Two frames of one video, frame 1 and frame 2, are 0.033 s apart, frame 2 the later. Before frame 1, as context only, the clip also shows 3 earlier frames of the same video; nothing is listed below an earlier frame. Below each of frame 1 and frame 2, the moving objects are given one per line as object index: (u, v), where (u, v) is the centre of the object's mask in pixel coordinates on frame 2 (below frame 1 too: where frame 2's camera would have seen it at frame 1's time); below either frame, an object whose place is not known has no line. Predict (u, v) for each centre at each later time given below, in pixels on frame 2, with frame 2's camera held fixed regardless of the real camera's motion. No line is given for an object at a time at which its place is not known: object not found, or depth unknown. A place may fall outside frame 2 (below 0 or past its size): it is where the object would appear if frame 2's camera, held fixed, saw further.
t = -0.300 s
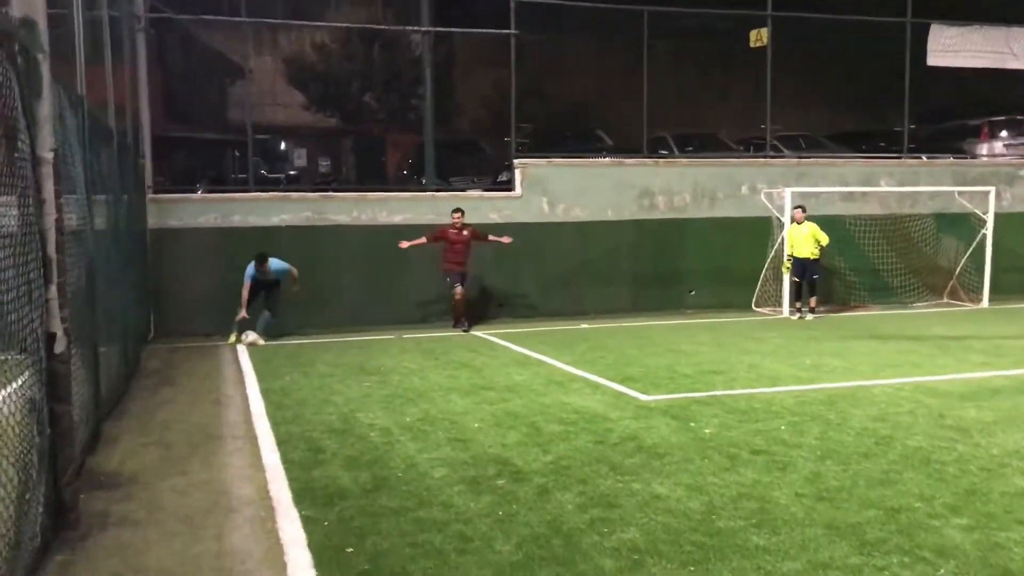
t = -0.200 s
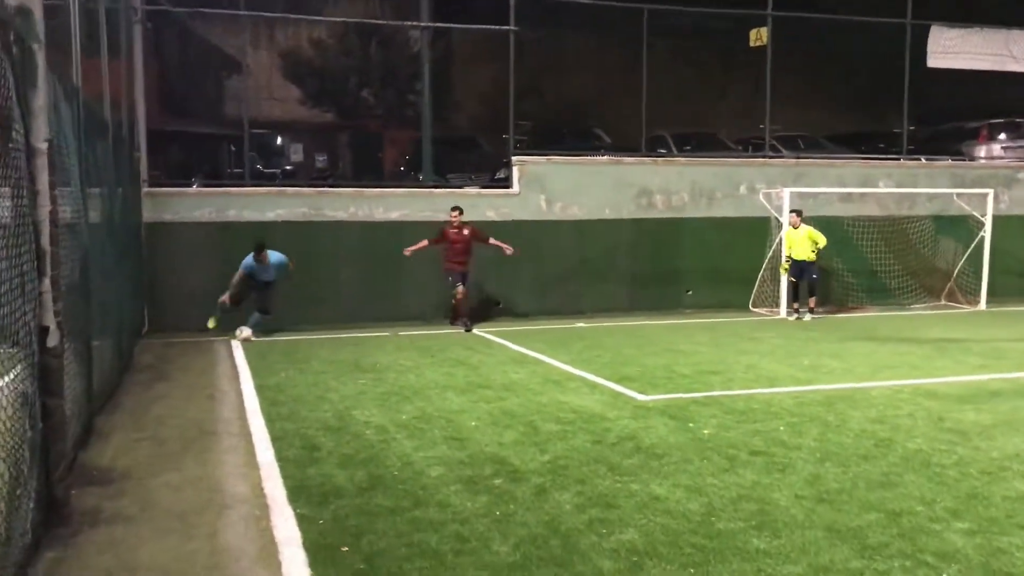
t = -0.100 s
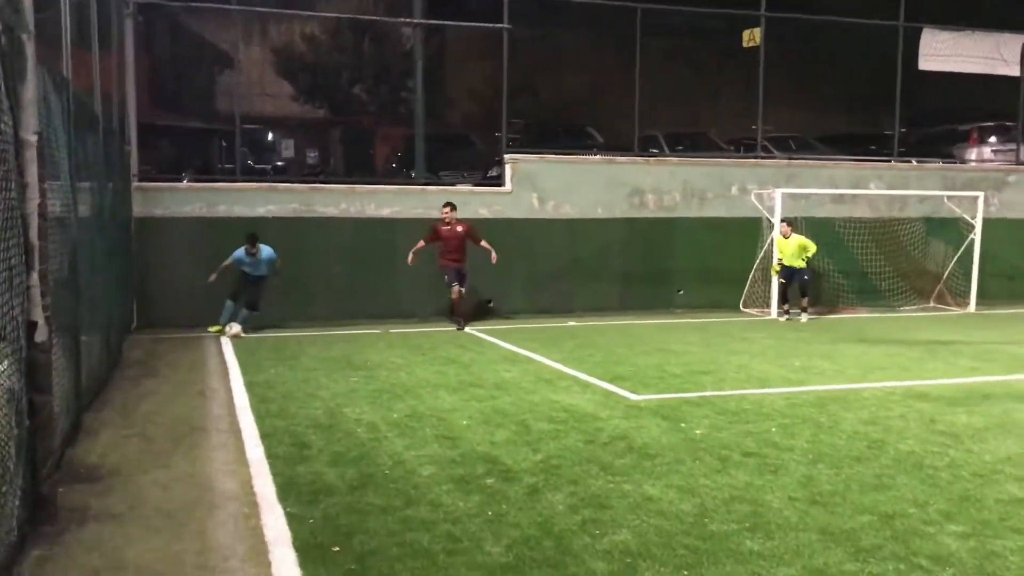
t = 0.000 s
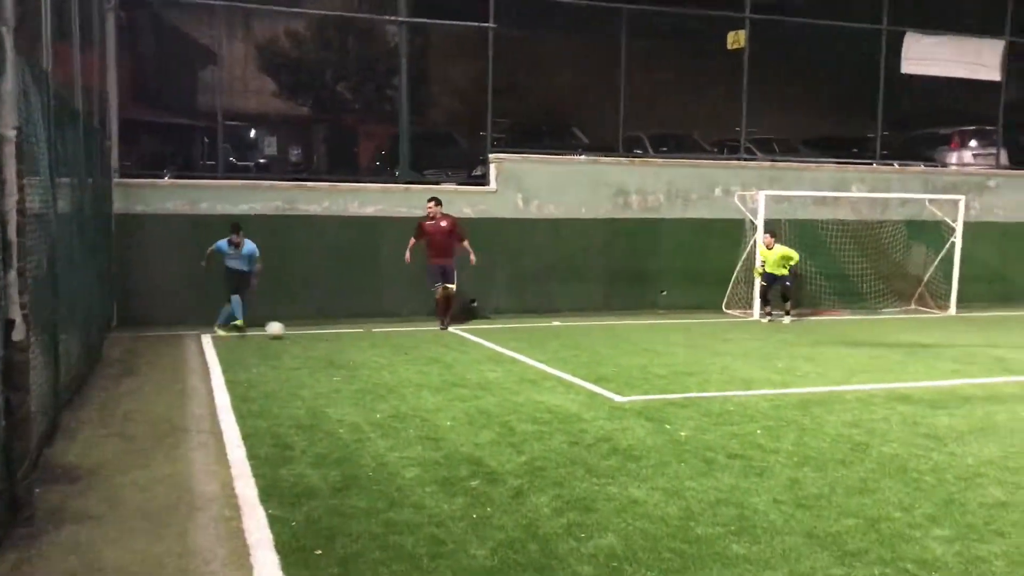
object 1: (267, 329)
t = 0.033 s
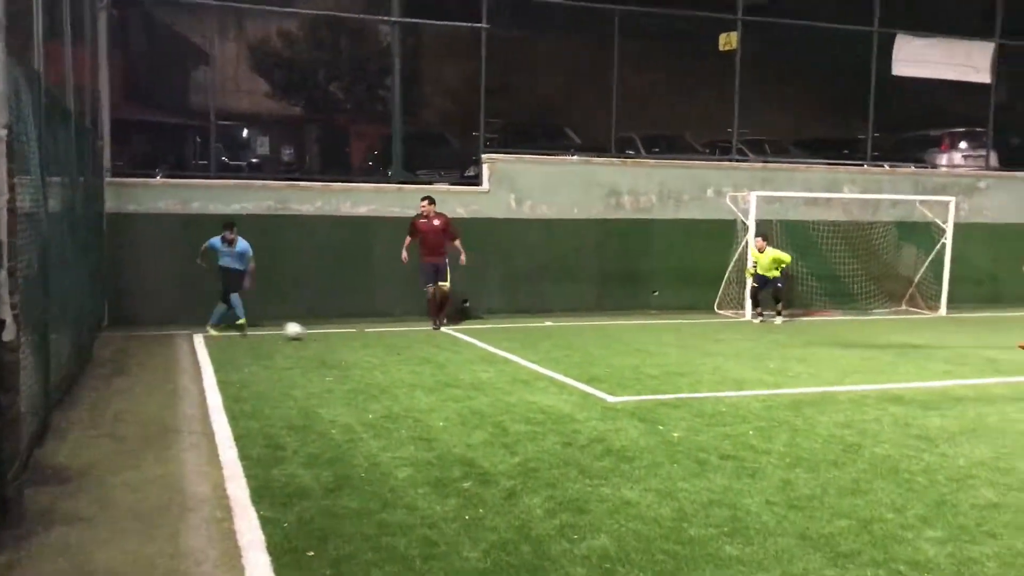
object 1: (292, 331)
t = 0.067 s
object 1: (318, 332)
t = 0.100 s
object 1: (344, 336)
